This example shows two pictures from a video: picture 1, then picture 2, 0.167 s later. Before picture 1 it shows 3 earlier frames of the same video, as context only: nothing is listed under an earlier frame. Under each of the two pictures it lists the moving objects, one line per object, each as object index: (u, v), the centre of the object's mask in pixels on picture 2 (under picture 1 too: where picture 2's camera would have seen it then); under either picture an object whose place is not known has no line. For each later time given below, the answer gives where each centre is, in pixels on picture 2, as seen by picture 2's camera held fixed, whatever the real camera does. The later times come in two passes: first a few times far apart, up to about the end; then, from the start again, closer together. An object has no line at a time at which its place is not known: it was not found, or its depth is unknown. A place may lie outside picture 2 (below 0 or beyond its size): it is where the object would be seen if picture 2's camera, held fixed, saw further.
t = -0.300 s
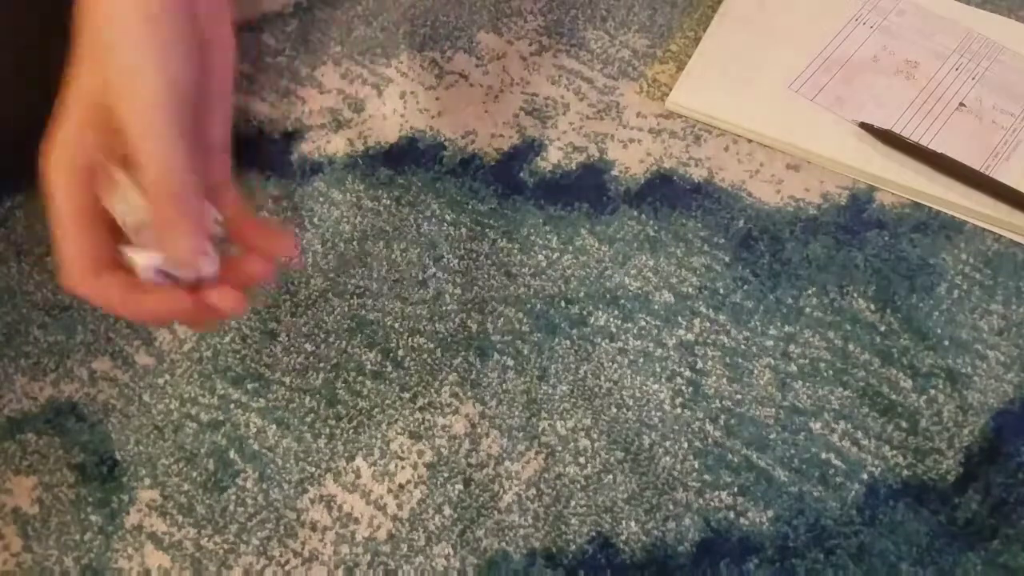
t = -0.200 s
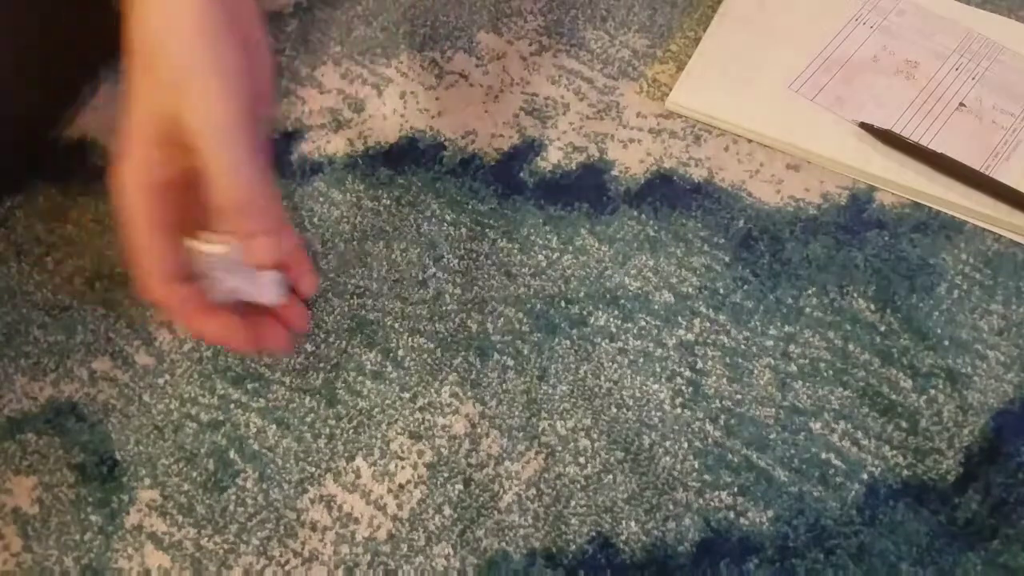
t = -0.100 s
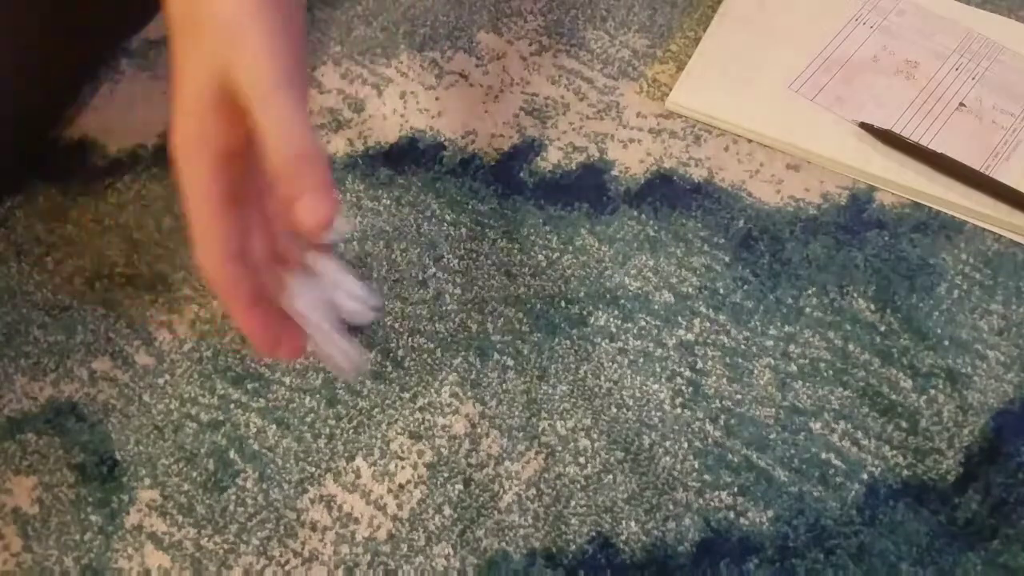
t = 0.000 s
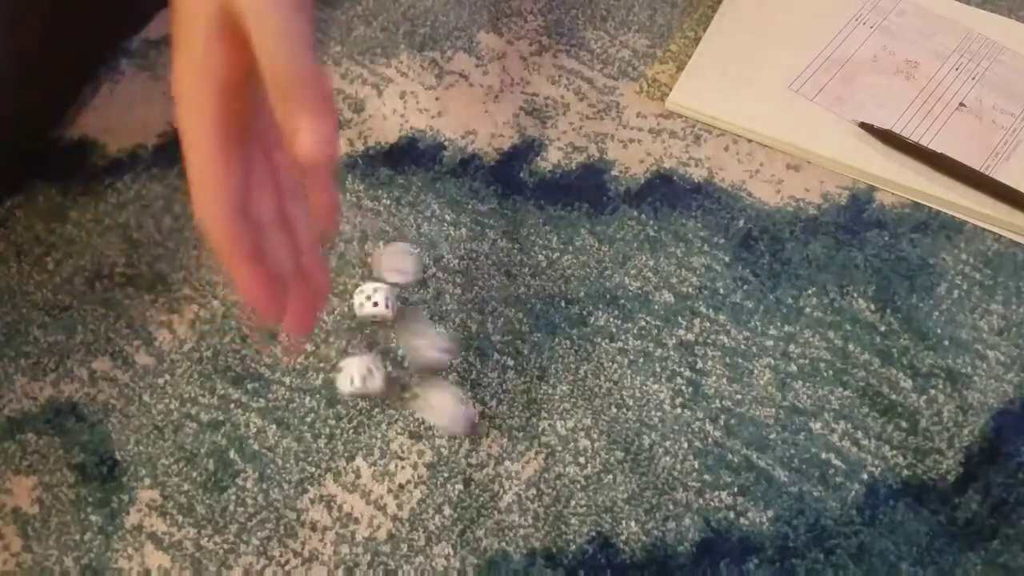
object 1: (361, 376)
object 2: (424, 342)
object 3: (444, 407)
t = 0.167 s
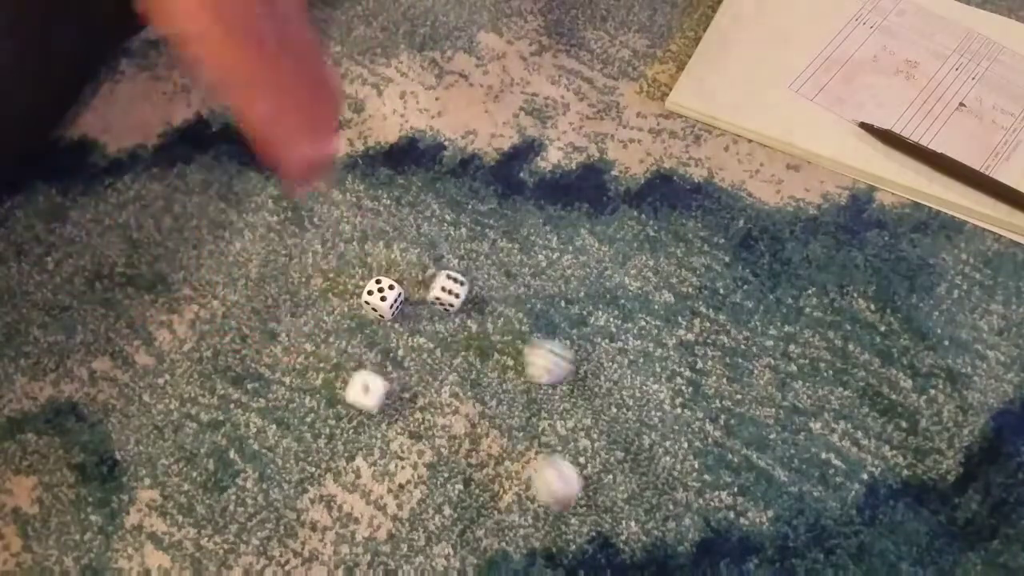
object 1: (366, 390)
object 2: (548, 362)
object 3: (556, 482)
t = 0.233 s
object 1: (368, 385)
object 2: (567, 370)
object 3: (568, 503)
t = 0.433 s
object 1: (368, 385)
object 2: (572, 384)
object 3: (588, 521)
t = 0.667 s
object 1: (369, 385)
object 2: (572, 384)
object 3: (588, 522)
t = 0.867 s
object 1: (369, 385)
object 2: (572, 384)
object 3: (588, 522)
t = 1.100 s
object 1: (369, 385)
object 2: (572, 384)
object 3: (588, 522)
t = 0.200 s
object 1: (367, 386)
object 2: (560, 366)
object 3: (564, 494)
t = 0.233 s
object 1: (368, 385)
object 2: (567, 370)
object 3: (568, 503)
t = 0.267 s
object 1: (369, 385)
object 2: (578, 374)
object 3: (579, 512)
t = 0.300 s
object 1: (368, 385)
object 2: (581, 378)
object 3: (586, 516)
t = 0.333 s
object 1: (368, 385)
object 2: (581, 382)
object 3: (591, 521)
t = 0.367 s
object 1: (368, 385)
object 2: (574, 385)
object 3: (595, 527)
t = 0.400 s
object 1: (369, 385)
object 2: (571, 384)
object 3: (592, 524)
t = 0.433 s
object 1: (368, 385)
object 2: (572, 384)
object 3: (588, 521)
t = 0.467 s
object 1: (369, 385)
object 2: (572, 384)
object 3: (588, 522)
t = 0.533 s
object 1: (369, 385)
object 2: (572, 384)
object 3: (588, 522)
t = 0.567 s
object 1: (368, 385)
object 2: (572, 384)
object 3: (588, 522)
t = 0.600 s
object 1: (369, 385)
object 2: (572, 384)
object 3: (588, 522)
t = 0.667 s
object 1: (369, 385)
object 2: (572, 384)
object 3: (588, 522)
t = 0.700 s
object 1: (368, 385)
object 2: (572, 384)
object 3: (588, 522)
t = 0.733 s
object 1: (369, 385)
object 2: (572, 384)
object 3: (588, 522)
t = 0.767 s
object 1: (368, 385)
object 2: (572, 384)
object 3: (588, 522)
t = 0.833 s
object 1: (369, 385)
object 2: (572, 384)
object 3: (588, 522)
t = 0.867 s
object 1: (369, 385)
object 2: (572, 384)
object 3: (588, 522)
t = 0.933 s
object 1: (368, 385)
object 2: (571, 384)
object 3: (588, 522)
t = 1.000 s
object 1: (369, 385)
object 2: (572, 384)
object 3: (588, 522)
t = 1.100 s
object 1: (369, 385)
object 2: (572, 384)
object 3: (588, 522)
